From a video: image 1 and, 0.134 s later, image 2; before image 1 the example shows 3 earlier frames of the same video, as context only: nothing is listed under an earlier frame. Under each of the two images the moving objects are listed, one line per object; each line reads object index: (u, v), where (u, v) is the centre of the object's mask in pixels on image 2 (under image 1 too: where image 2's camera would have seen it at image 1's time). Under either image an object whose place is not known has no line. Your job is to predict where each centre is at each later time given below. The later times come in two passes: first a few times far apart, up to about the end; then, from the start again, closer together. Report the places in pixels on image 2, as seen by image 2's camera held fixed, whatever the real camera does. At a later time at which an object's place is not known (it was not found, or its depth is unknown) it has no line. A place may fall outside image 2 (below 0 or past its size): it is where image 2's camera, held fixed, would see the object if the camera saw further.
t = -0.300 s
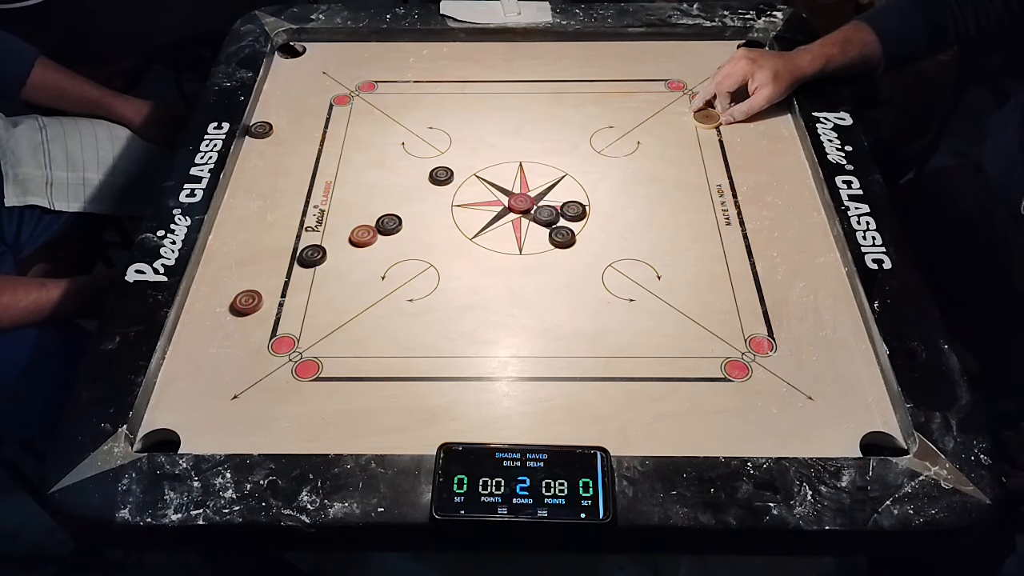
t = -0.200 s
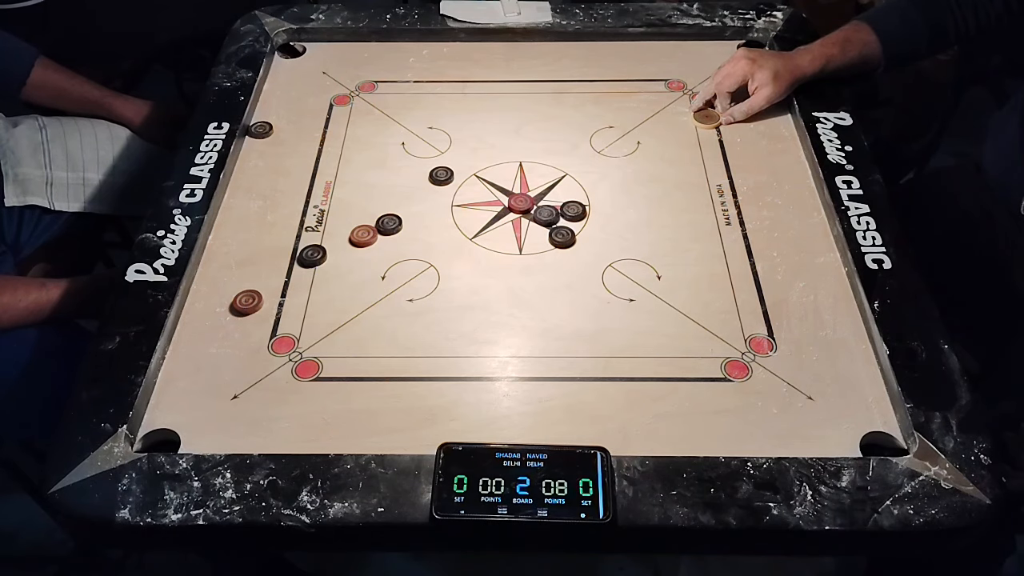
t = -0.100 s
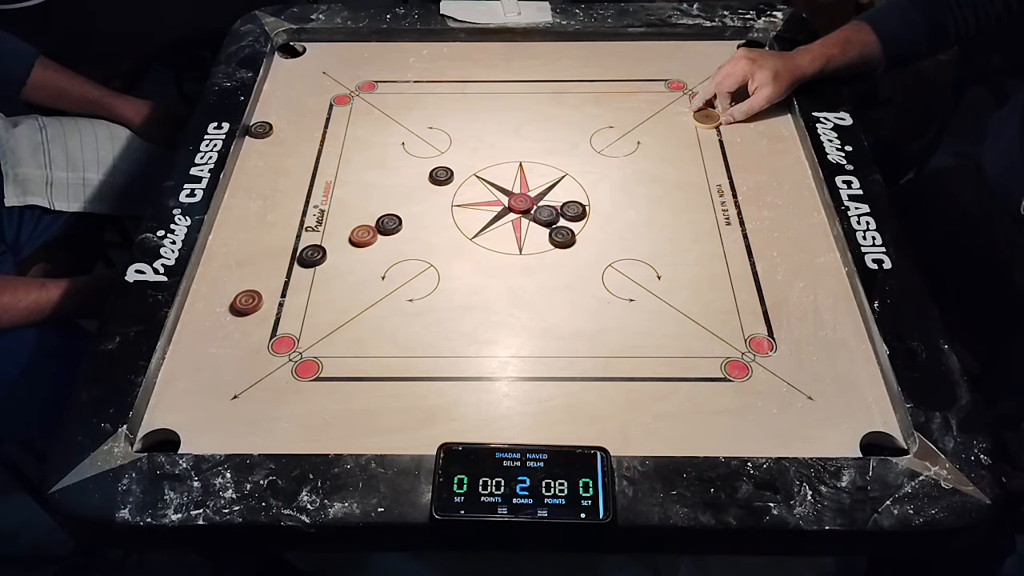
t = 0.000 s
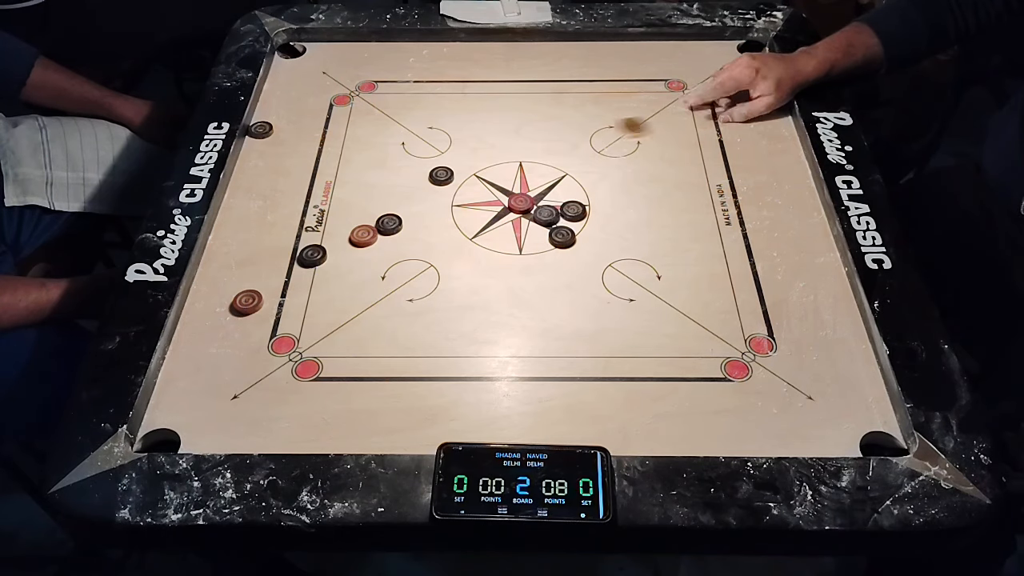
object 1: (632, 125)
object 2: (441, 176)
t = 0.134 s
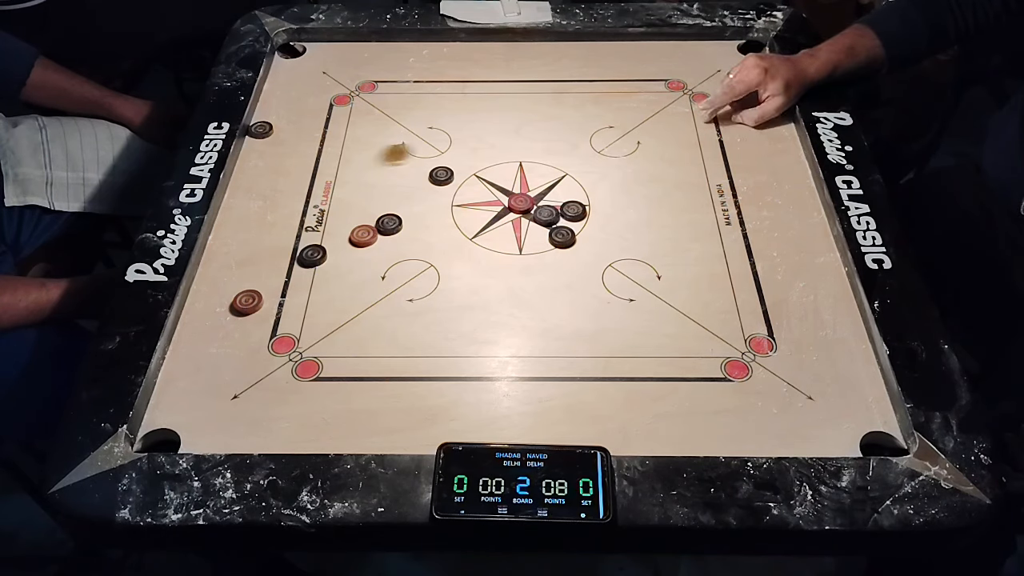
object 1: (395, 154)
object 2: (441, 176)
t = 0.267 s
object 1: (313, 176)
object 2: (441, 176)
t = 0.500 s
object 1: (521, 228)
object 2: (621, 125)
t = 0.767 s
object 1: (556, 273)
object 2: (721, 81)
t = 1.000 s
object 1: (558, 277)
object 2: (651, 78)
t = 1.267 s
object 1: (558, 277)
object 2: (645, 78)
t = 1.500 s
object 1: (558, 277)
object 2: (645, 78)
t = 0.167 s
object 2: (441, 176)
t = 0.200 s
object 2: (441, 176)
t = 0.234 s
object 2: (441, 176)
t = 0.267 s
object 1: (313, 176)
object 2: (441, 176)
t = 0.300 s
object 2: (441, 176)
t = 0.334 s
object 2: (441, 176)
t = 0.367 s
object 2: (472, 166)
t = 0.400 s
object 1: (464, 201)
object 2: (513, 155)
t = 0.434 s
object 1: (491, 210)
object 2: (551, 145)
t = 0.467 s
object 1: (506, 219)
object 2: (587, 135)
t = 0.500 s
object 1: (521, 228)
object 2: (621, 125)
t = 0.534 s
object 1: (532, 237)
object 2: (653, 117)
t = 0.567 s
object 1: (538, 245)
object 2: (684, 108)
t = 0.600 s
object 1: (542, 251)
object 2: (713, 100)
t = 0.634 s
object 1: (546, 258)
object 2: (740, 93)
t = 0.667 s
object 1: (550, 263)
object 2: (764, 87)
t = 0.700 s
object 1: (552, 267)
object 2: (756, 84)
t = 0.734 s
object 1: (555, 271)
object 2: (738, 83)
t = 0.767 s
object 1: (556, 273)
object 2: (721, 81)
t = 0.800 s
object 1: (557, 275)
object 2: (706, 80)
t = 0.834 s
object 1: (558, 276)
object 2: (693, 80)
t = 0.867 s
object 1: (558, 277)
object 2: (682, 79)
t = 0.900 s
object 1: (558, 277)
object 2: (672, 79)
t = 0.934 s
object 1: (558, 277)
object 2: (664, 78)
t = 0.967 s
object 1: (558, 277)
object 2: (657, 78)
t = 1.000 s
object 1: (558, 277)
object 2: (651, 78)
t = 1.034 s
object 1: (558, 277)
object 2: (648, 78)
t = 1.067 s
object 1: (558, 277)
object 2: (646, 78)
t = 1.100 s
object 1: (558, 277)
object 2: (645, 78)
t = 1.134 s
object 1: (558, 277)
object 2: (645, 78)
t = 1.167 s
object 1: (558, 277)
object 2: (645, 78)
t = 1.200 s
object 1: (558, 277)
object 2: (645, 78)
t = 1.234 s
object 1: (558, 277)
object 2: (645, 78)
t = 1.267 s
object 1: (558, 277)
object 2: (645, 78)
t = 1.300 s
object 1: (558, 277)
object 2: (645, 78)
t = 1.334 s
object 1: (558, 277)
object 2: (645, 78)
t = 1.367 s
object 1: (558, 277)
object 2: (645, 78)
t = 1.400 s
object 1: (558, 277)
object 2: (645, 78)
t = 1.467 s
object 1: (558, 277)
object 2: (645, 78)
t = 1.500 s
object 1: (558, 277)
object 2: (645, 78)
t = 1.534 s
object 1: (558, 277)
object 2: (645, 78)
